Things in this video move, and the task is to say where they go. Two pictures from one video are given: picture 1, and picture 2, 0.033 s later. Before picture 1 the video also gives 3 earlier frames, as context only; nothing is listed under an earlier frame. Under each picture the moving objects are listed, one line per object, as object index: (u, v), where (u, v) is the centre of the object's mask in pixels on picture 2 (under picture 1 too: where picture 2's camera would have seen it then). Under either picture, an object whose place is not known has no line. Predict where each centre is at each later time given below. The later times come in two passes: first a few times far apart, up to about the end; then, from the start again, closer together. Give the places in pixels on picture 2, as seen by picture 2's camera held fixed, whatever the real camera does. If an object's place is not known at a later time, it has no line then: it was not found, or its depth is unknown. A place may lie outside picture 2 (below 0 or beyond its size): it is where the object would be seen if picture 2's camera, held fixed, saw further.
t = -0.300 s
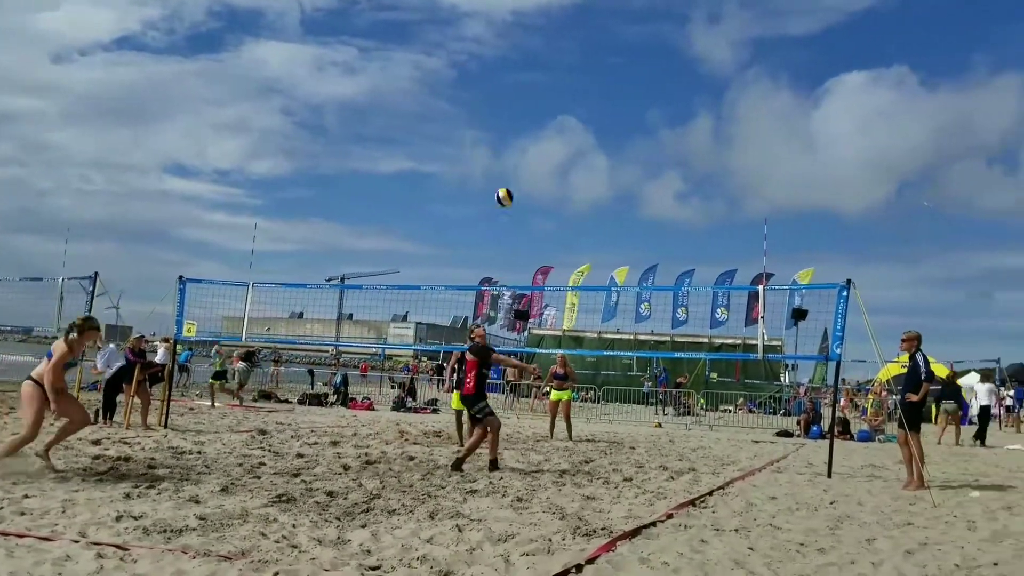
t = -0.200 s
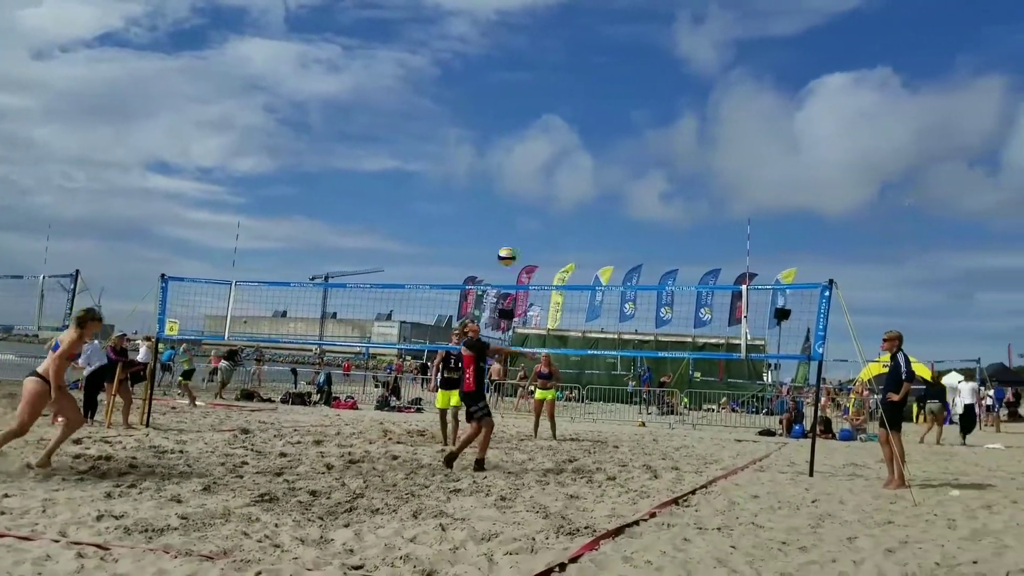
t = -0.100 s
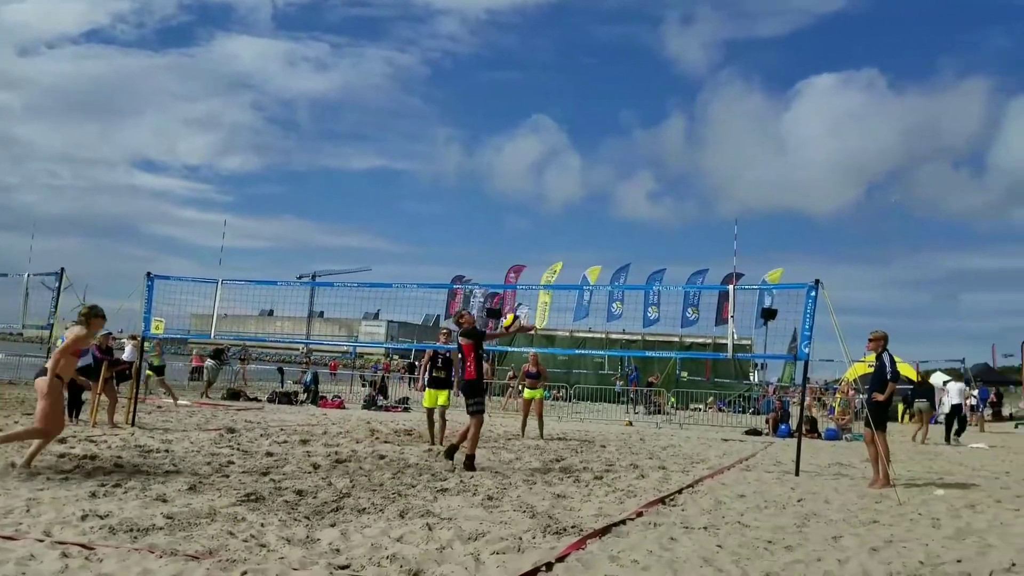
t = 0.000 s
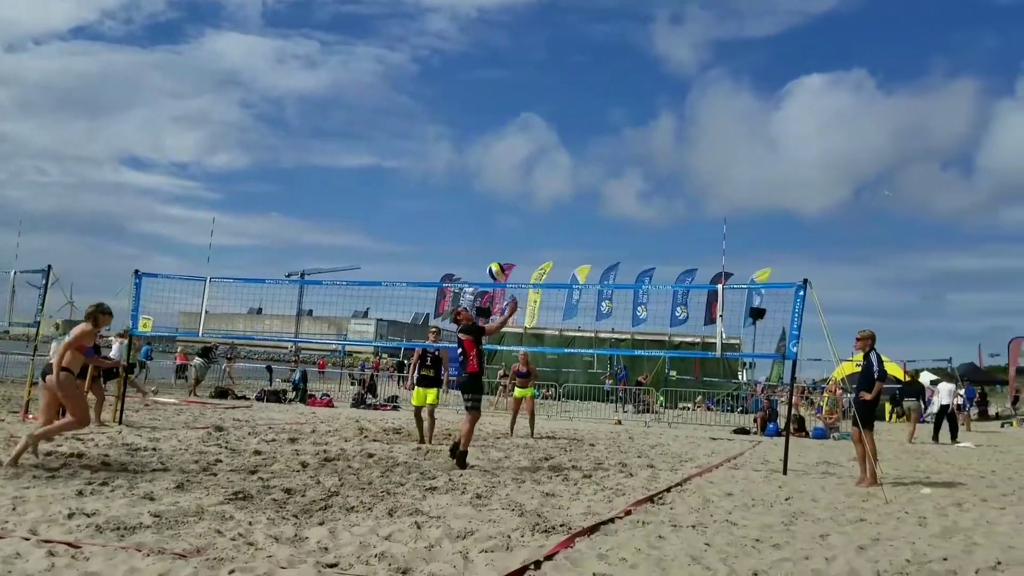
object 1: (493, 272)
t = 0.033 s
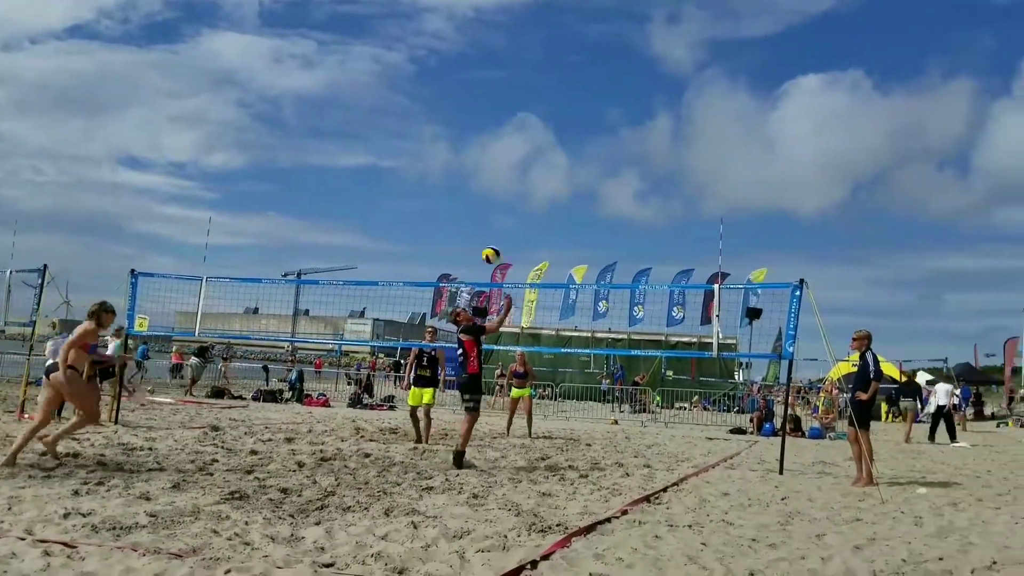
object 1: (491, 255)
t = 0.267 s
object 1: (476, 161)
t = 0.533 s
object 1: (453, 100)
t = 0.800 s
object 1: (423, 104)
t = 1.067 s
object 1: (386, 192)
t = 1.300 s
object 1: (348, 359)
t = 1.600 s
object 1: (349, 473)
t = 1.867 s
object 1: (404, 494)
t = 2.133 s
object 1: (450, 557)
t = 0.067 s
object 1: (489, 240)
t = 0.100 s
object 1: (487, 224)
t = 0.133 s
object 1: (485, 210)
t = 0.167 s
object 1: (483, 197)
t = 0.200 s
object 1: (480, 184)
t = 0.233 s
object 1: (478, 172)
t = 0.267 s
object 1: (476, 161)
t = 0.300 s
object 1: (473, 151)
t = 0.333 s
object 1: (471, 140)
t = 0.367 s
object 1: (468, 132)
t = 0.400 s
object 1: (465, 124)
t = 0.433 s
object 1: (462, 117)
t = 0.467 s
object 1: (460, 110)
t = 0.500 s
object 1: (455, 105)
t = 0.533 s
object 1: (453, 100)
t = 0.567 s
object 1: (450, 97)
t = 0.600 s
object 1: (446, 95)
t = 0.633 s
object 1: (443, 93)
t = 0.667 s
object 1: (439, 93)
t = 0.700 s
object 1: (435, 93)
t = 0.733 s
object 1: (431, 96)
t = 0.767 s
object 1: (425, 99)
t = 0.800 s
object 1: (423, 104)
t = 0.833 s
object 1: (419, 110)
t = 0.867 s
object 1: (414, 117)
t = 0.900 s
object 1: (410, 126)
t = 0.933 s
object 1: (405, 137)
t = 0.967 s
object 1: (401, 148)
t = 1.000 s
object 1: (396, 161)
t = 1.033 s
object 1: (392, 176)
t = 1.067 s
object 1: (386, 192)
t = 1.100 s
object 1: (382, 210)
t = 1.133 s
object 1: (376, 230)
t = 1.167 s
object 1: (371, 252)
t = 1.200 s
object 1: (366, 275)
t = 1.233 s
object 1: (360, 301)
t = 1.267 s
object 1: (353, 329)
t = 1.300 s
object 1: (348, 359)
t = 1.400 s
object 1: (327, 468)
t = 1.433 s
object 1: (318, 509)
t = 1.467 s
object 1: (323, 505)
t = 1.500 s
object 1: (330, 494)
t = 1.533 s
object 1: (337, 486)
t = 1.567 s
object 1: (343, 480)
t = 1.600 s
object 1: (349, 473)
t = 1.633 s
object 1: (357, 470)
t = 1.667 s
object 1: (363, 468)
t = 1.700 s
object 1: (370, 467)
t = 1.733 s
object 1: (377, 470)
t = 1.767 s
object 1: (384, 472)
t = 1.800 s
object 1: (389, 478)
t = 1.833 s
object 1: (398, 485)
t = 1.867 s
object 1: (404, 494)
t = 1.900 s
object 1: (411, 507)
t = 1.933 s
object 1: (419, 521)
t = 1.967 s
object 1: (426, 539)
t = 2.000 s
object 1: (431, 551)
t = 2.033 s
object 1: (434, 550)
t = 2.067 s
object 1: (441, 550)
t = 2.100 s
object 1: (446, 552)
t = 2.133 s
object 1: (450, 557)
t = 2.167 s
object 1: (455, 564)
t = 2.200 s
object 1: (461, 568)
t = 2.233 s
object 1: (465, 570)
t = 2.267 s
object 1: (470, 573)
